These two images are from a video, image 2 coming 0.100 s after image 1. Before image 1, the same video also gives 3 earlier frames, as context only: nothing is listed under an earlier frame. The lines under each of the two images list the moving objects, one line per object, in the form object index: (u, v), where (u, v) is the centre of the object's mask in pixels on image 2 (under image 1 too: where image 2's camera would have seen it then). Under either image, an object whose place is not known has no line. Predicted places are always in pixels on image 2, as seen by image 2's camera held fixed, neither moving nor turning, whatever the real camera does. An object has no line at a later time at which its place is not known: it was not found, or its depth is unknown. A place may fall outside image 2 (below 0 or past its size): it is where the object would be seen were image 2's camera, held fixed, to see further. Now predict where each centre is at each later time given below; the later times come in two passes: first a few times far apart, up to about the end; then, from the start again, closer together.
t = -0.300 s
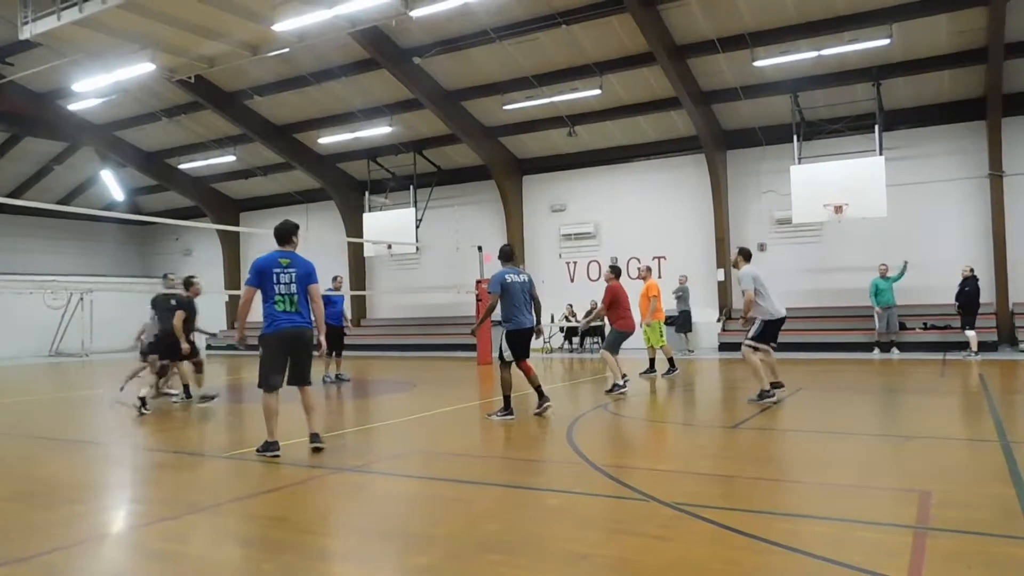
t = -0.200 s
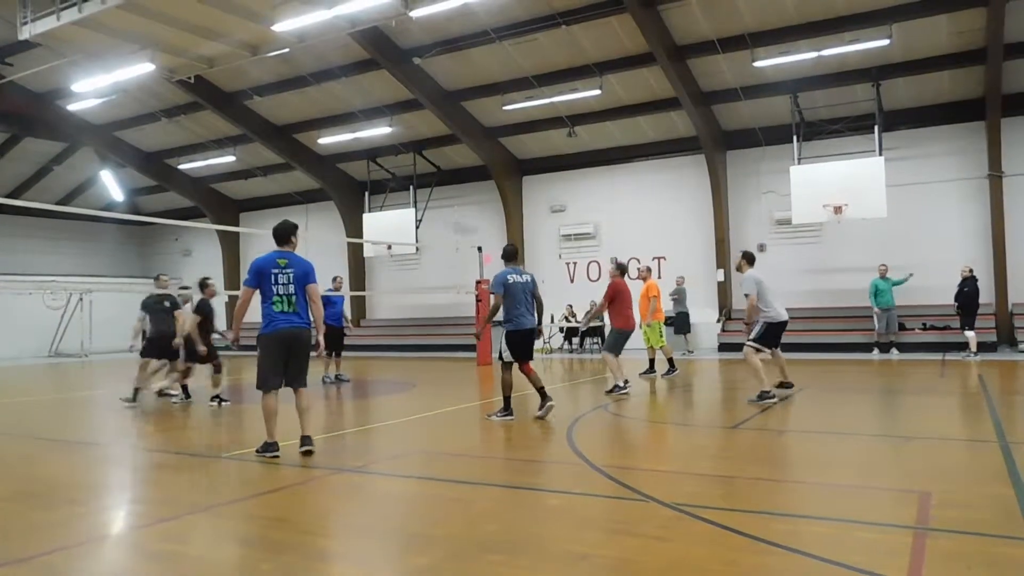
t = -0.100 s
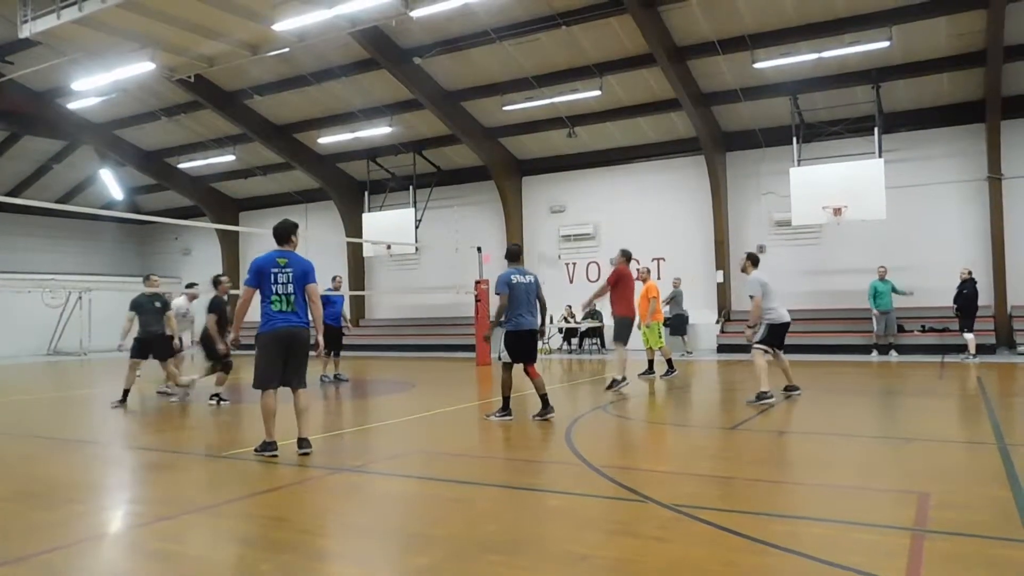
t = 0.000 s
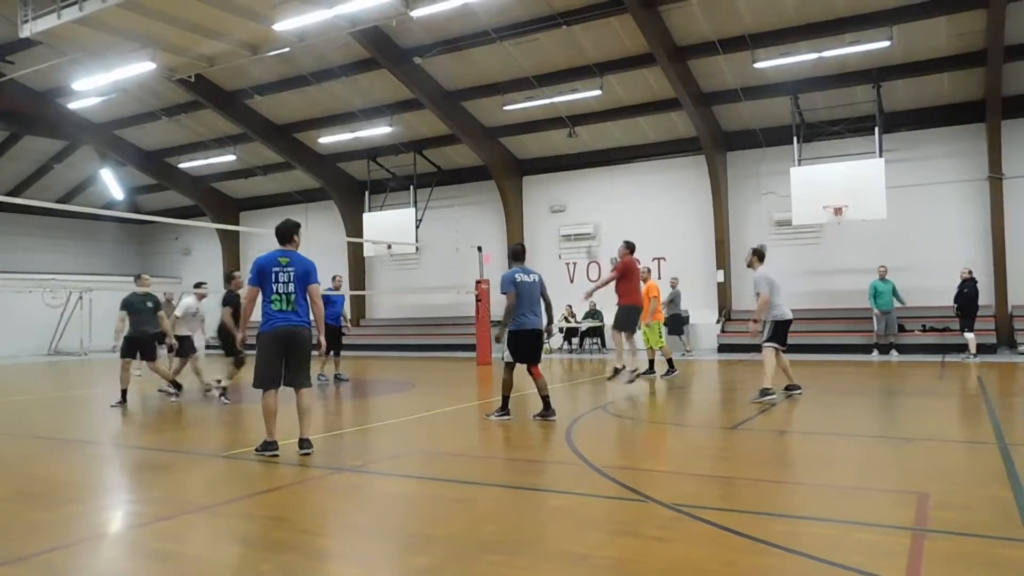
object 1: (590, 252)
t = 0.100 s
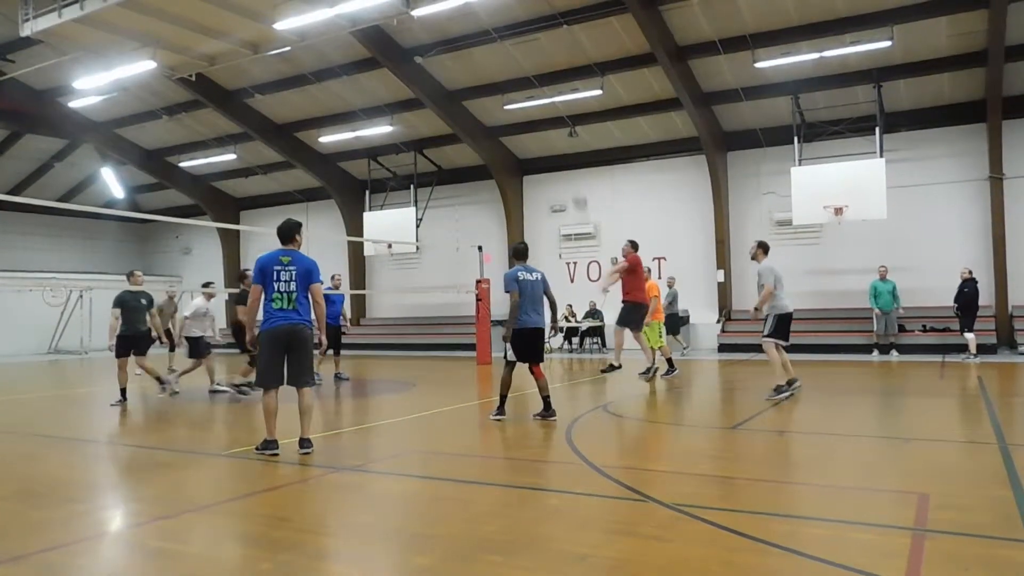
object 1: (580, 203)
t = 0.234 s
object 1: (563, 137)
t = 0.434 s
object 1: (541, 65)
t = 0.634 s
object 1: (514, 18)
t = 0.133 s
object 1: (575, 186)
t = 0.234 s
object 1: (563, 137)
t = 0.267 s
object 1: (560, 123)
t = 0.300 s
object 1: (556, 109)
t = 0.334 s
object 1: (550, 94)
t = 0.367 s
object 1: (547, 81)
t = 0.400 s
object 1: (544, 76)
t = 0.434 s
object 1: (541, 65)
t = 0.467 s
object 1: (535, 53)
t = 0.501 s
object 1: (530, 44)
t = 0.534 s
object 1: (526, 35)
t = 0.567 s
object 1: (522, 28)
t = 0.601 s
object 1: (518, 24)
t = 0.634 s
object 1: (514, 18)
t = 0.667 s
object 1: (509, 12)
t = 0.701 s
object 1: (505, 7)
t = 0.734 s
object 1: (502, 6)
